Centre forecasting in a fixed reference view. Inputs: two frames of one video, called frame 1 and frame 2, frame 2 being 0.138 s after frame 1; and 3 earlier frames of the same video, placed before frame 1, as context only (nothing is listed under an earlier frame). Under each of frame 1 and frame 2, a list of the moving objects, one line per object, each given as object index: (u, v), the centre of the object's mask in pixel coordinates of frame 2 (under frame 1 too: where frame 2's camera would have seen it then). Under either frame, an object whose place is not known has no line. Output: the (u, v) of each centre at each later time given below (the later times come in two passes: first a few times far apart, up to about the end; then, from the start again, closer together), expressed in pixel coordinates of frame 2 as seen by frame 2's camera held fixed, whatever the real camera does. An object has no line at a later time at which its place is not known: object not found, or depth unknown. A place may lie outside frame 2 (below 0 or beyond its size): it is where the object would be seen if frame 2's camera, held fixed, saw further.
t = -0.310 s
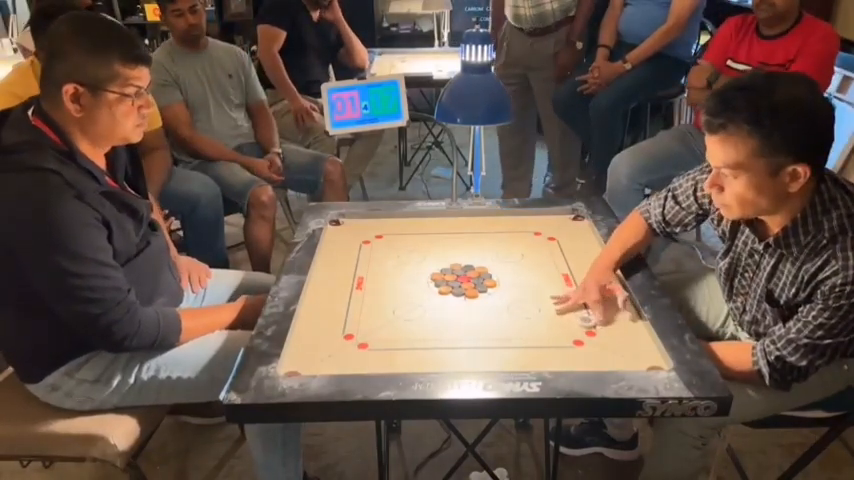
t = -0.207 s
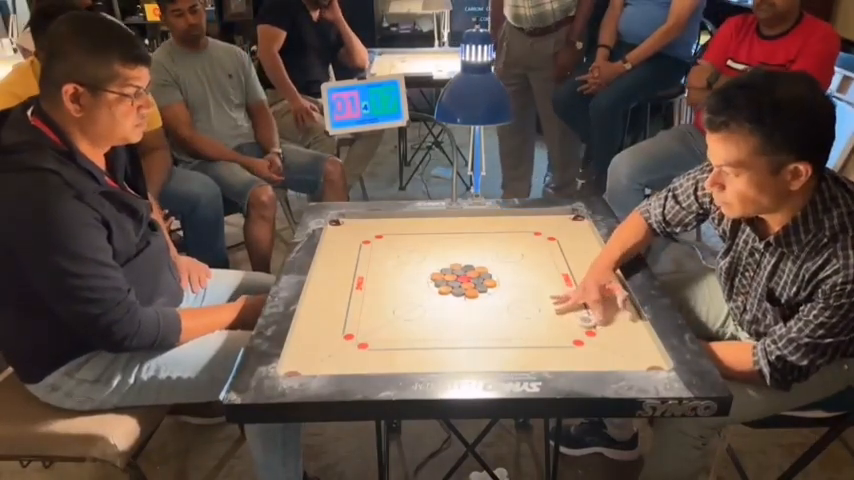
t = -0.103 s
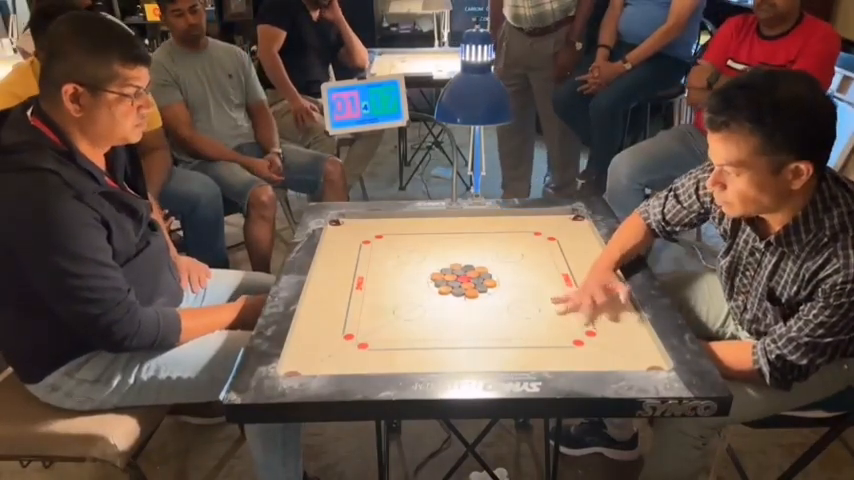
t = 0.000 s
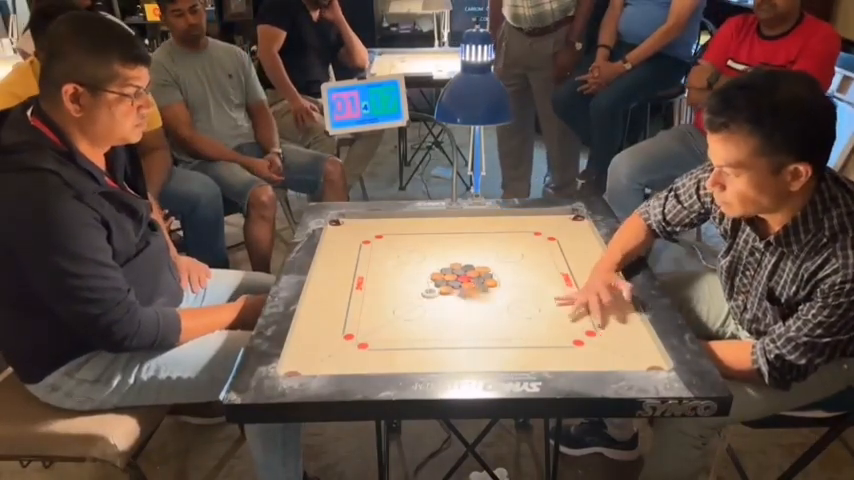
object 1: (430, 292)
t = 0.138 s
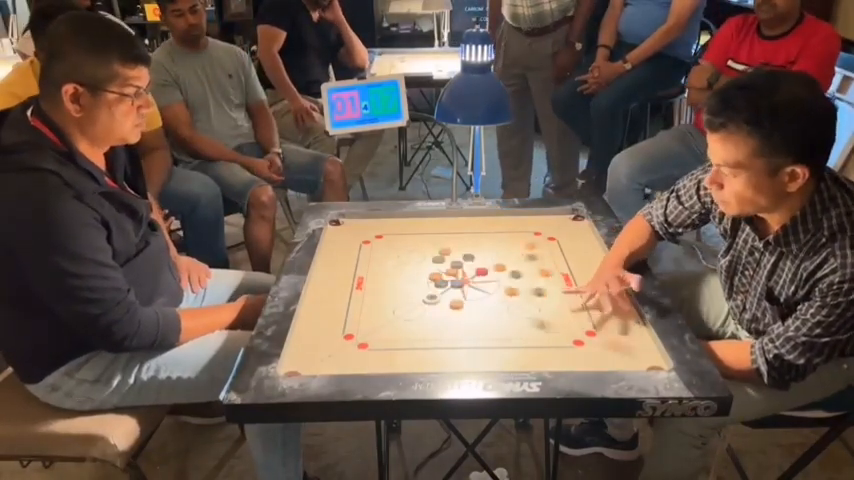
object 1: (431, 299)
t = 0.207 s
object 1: (432, 300)
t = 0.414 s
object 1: (432, 303)
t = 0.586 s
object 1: (417, 299)
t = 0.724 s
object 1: (402, 295)
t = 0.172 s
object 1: (431, 299)
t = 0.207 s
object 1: (432, 300)
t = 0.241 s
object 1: (431, 302)
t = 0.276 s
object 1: (432, 302)
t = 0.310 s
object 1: (432, 303)
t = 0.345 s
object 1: (432, 303)
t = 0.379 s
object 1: (432, 303)
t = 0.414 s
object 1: (432, 303)
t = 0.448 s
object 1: (431, 303)
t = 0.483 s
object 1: (431, 303)
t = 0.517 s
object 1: (429, 303)
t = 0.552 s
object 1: (423, 301)
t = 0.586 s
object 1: (417, 299)
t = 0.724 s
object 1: (402, 295)
